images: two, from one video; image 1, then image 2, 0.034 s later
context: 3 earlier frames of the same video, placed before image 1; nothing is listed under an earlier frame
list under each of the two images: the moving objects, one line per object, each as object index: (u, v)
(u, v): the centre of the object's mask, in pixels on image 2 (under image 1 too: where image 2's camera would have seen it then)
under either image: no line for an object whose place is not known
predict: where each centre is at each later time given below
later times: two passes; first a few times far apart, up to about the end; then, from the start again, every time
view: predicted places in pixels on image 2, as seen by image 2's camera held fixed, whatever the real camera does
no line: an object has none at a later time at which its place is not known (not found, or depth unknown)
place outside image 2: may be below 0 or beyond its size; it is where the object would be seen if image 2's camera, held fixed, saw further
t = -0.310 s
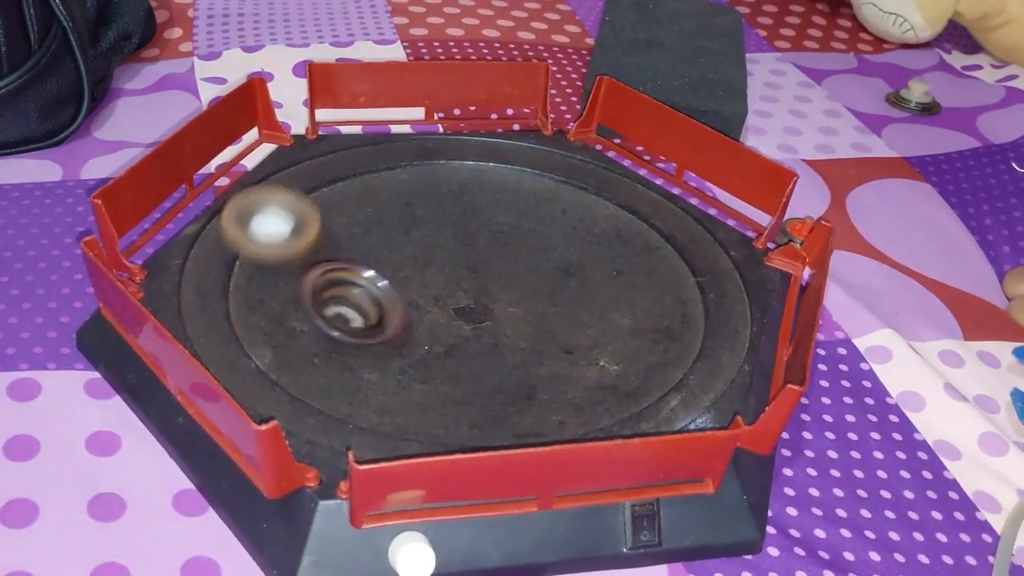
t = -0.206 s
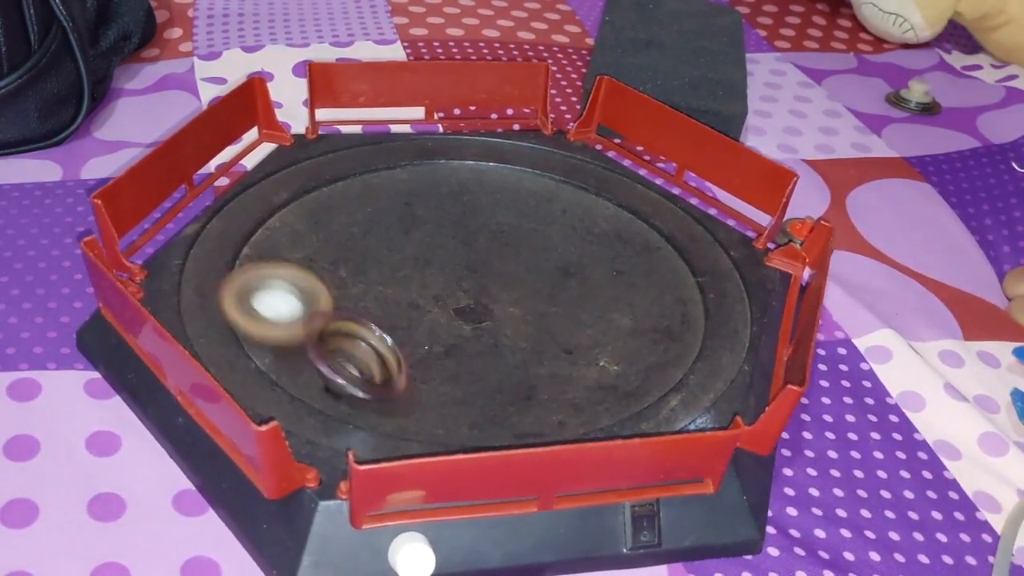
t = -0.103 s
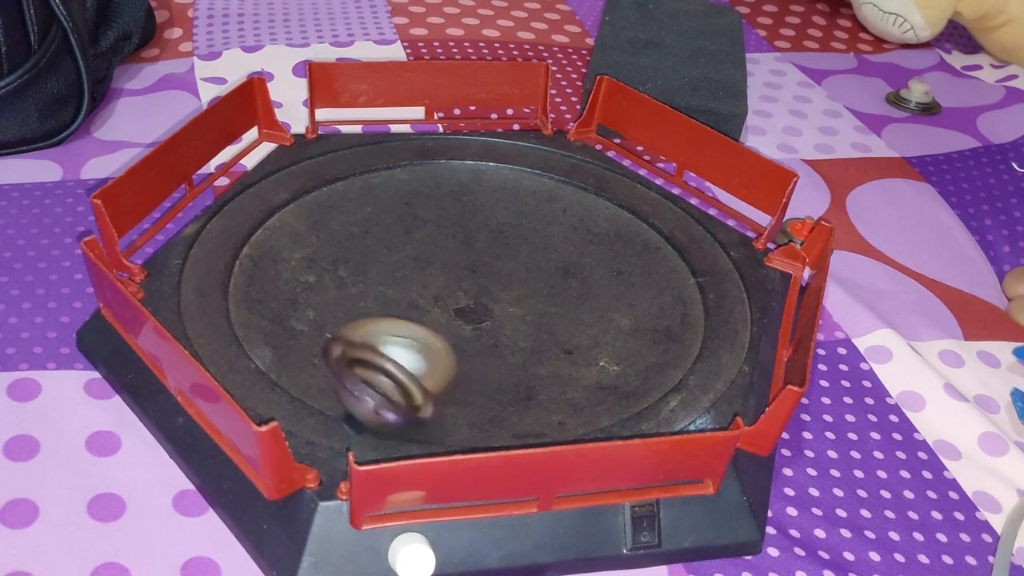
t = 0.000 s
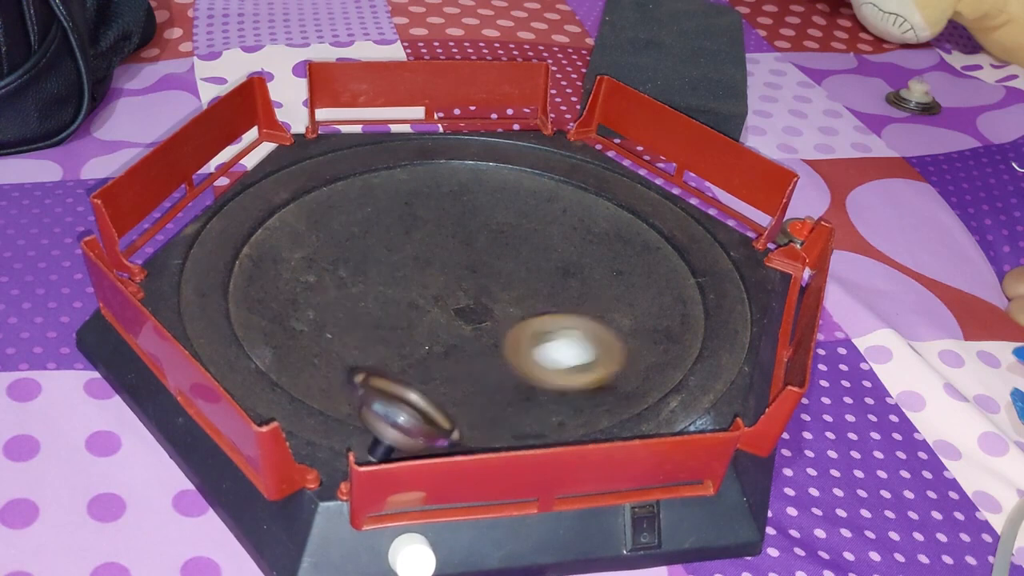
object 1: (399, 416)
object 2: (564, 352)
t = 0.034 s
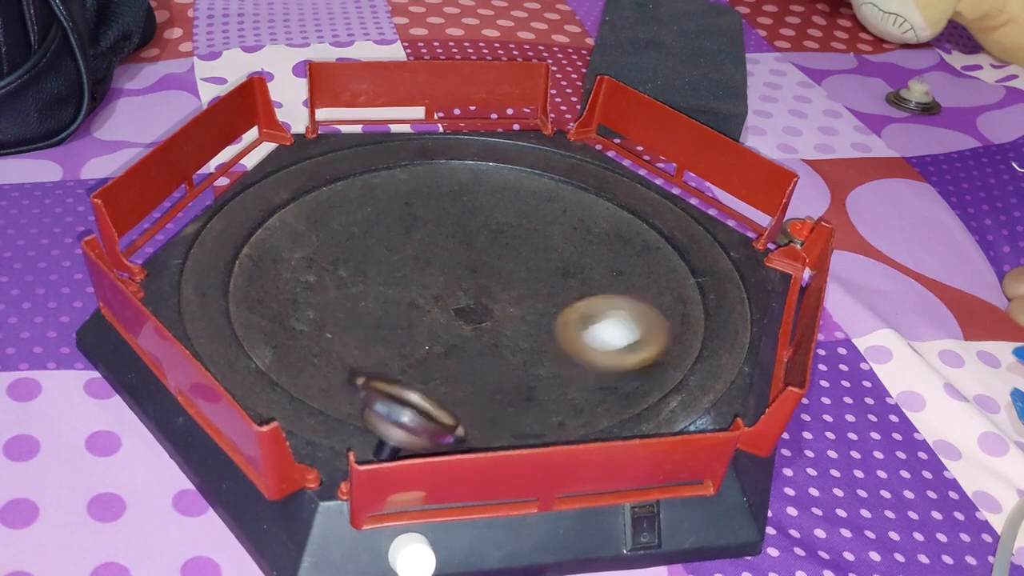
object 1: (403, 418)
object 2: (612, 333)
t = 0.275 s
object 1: (504, 417)
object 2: (574, 175)
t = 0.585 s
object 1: (545, 303)
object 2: (303, 273)
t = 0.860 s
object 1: (550, 193)
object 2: (664, 353)
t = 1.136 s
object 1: (481, 151)
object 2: (565, 171)
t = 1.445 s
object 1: (286, 246)
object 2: (377, 325)
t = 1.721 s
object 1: (501, 297)
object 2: (684, 327)
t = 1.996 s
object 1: (536, 128)
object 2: (550, 200)
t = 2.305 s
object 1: (522, 129)
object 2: (343, 349)
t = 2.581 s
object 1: (491, 151)
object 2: (665, 350)
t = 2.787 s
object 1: (510, 198)
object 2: (583, 214)
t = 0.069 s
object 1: (408, 419)
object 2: (648, 308)
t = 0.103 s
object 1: (418, 427)
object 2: (670, 281)
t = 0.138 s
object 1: (437, 440)
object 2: (680, 252)
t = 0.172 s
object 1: (456, 436)
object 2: (674, 223)
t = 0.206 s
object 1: (467, 426)
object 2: (648, 202)
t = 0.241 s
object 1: (487, 421)
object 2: (611, 191)
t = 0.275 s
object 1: (504, 417)
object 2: (574, 175)
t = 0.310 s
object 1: (518, 408)
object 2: (538, 163)
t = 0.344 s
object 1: (535, 392)
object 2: (498, 151)
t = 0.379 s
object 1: (544, 387)
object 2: (455, 149)
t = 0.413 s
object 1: (543, 374)
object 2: (414, 154)
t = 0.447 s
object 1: (543, 363)
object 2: (375, 166)
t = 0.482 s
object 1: (542, 346)
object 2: (341, 184)
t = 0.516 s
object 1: (541, 331)
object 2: (316, 209)
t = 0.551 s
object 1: (544, 318)
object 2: (302, 240)
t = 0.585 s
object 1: (545, 303)
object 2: (303, 273)
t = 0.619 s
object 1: (546, 288)
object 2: (319, 306)
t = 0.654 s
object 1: (548, 273)
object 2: (350, 336)
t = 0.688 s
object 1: (548, 260)
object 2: (393, 362)
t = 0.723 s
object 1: (548, 246)
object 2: (447, 379)
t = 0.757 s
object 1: (548, 232)
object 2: (505, 386)
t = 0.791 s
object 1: (549, 218)
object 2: (563, 384)
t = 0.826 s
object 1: (552, 207)
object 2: (618, 372)
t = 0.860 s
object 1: (550, 193)
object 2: (664, 353)
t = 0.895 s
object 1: (550, 181)
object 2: (693, 325)
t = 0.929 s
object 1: (550, 171)
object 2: (701, 297)
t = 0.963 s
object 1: (551, 163)
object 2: (693, 269)
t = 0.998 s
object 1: (548, 161)
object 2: (675, 241)
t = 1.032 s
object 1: (544, 163)
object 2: (653, 215)
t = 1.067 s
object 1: (541, 163)
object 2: (624, 194)
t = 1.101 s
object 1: (515, 152)
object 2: (596, 179)
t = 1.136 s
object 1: (481, 151)
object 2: (565, 171)
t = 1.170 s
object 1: (449, 159)
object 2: (531, 168)
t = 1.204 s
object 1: (406, 166)
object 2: (496, 170)
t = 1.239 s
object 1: (367, 171)
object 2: (462, 179)
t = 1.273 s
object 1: (341, 176)
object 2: (430, 194)
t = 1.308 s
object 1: (319, 183)
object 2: (400, 214)
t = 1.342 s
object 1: (301, 196)
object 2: (378, 240)
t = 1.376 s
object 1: (292, 215)
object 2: (365, 267)
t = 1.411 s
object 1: (286, 230)
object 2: (366, 297)
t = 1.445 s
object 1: (286, 246)
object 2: (377, 325)
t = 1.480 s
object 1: (292, 261)
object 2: (399, 350)
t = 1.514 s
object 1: (306, 274)
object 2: (433, 371)
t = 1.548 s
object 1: (325, 287)
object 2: (475, 385)
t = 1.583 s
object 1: (348, 298)
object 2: (523, 392)
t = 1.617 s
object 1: (381, 307)
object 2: (573, 391)
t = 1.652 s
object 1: (415, 309)
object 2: (623, 382)
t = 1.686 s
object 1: (450, 306)
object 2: (659, 361)
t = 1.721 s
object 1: (501, 297)
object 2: (684, 327)
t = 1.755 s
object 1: (536, 285)
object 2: (693, 300)
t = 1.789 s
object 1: (571, 269)
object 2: (692, 274)
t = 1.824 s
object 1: (597, 242)
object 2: (682, 249)
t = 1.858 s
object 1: (599, 208)
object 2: (671, 231)
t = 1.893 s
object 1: (582, 181)
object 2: (653, 218)
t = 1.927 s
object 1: (565, 154)
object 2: (624, 208)
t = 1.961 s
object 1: (550, 134)
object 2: (590, 202)
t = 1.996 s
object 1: (536, 128)
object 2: (550, 200)
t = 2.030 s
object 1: (522, 128)
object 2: (509, 203)
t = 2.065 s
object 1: (512, 129)
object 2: (468, 210)
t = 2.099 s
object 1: (501, 127)
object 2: (431, 221)
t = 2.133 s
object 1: (503, 122)
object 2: (398, 235)
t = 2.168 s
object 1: (508, 124)
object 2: (369, 253)
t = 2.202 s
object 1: (513, 126)
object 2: (347, 275)
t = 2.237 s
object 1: (516, 124)
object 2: (335, 298)
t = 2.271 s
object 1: (518, 128)
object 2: (333, 323)
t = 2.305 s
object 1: (522, 129)
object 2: (343, 349)
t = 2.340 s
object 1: (522, 126)
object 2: (365, 372)
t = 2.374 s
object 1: (516, 125)
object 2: (399, 392)
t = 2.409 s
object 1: (508, 124)
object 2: (444, 406)
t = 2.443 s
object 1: (502, 126)
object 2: (496, 408)
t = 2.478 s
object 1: (497, 128)
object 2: (549, 403)
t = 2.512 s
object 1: (492, 130)
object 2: (598, 390)
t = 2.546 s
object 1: (489, 135)
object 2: (637, 373)
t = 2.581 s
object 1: (491, 151)
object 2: (665, 350)
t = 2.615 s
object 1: (497, 162)
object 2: (678, 324)
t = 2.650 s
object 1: (502, 173)
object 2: (677, 298)
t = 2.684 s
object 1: (504, 180)
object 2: (666, 271)
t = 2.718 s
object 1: (508, 188)
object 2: (643, 248)
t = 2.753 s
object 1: (514, 196)
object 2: (612, 229)
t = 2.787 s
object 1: (510, 198)
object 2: (583, 214)
